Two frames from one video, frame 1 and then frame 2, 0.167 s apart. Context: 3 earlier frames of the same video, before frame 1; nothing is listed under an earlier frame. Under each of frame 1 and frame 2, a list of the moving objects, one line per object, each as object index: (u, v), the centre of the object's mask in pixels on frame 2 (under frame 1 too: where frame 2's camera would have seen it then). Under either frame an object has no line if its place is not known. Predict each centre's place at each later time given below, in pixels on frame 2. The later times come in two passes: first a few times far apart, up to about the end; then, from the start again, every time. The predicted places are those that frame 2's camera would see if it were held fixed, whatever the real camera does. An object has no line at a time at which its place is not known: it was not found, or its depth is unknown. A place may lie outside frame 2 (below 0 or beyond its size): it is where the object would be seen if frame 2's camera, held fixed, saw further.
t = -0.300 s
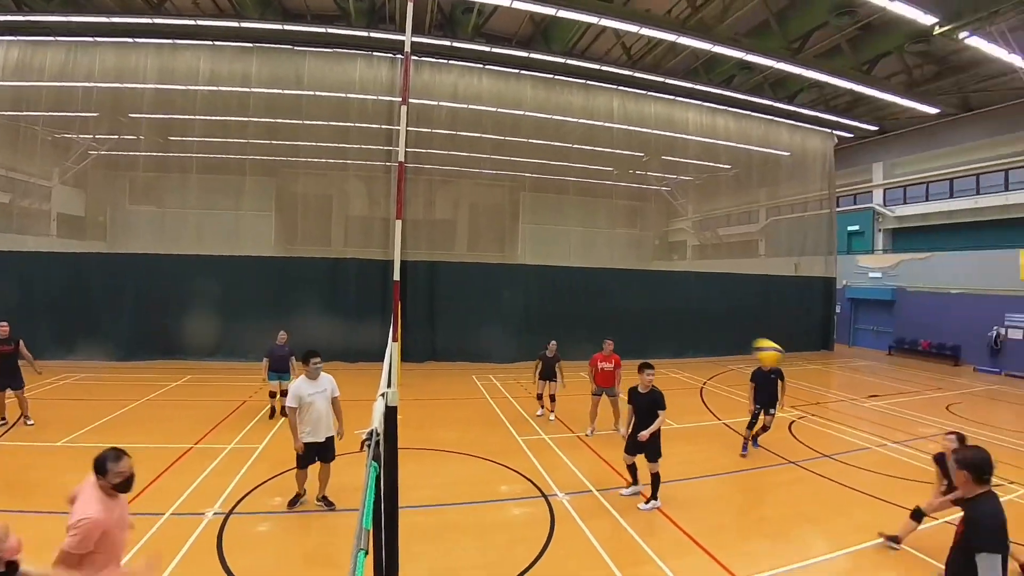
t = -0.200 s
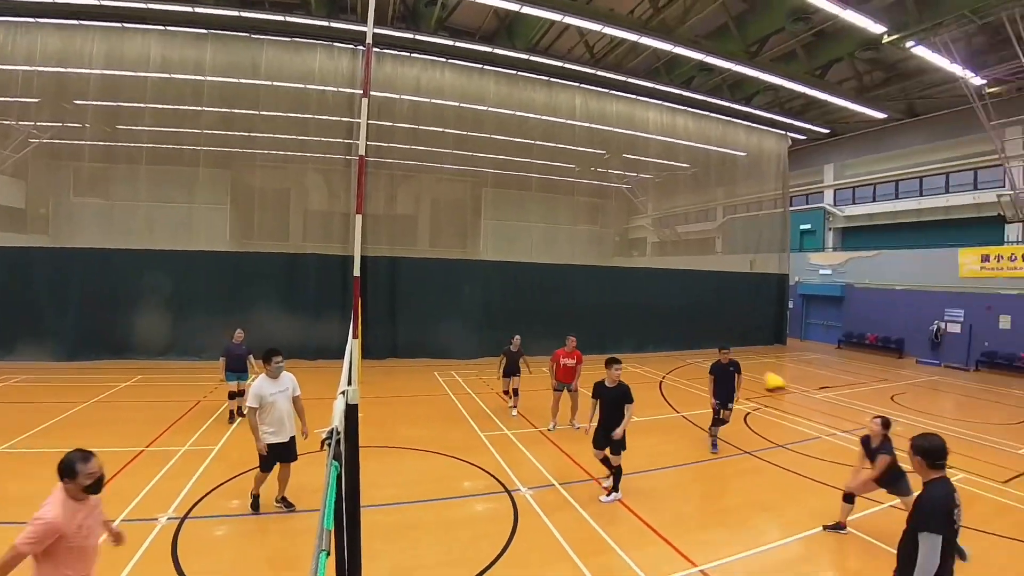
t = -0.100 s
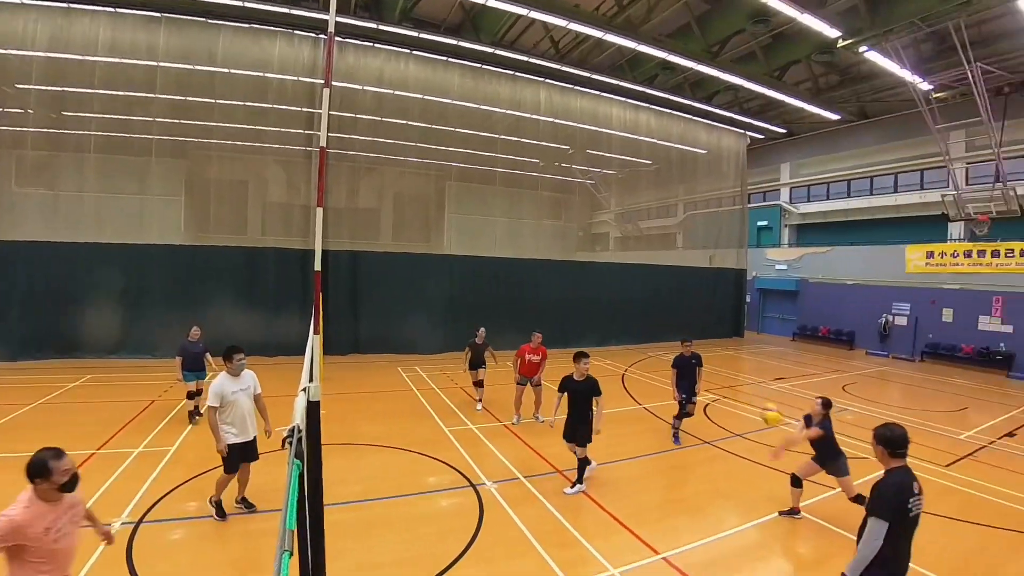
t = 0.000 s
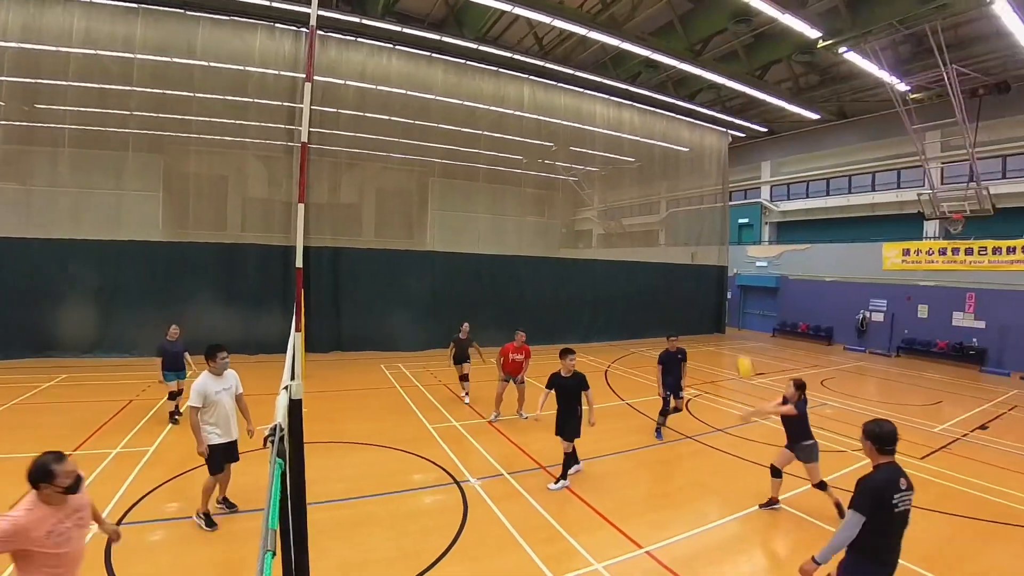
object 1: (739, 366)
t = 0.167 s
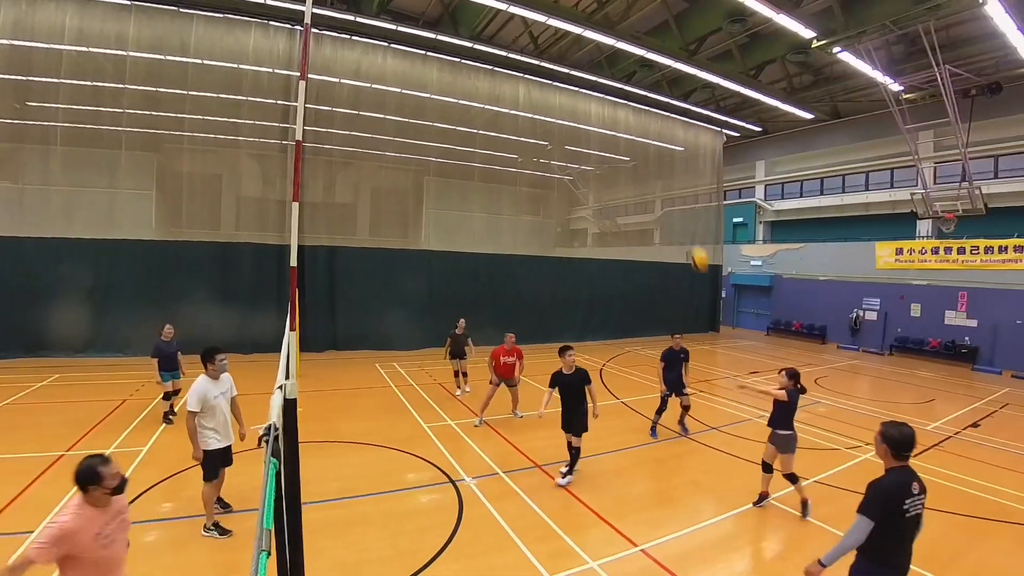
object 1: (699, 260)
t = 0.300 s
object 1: (665, 192)
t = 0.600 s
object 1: (596, 115)
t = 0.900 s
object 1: (536, 112)
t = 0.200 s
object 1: (690, 238)
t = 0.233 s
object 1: (683, 224)
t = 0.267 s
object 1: (674, 206)
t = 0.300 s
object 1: (665, 192)
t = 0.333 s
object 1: (658, 179)
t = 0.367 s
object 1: (650, 167)
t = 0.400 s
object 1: (642, 156)
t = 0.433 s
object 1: (635, 148)
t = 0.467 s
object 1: (626, 138)
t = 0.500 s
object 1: (618, 130)
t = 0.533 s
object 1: (611, 124)
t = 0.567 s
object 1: (603, 119)
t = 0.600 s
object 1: (596, 115)
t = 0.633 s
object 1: (589, 111)
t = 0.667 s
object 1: (582, 108)
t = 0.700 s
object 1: (575, 106)
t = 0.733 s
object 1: (569, 105)
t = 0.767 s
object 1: (561, 104)
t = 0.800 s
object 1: (555, 106)
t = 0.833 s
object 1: (549, 107)
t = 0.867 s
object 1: (542, 109)
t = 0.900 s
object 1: (536, 112)
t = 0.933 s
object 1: (529, 116)
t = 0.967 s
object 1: (524, 121)
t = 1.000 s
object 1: (518, 126)
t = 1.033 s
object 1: (511, 132)
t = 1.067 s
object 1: (506, 140)
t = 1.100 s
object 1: (500, 145)
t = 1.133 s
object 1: (494, 154)
